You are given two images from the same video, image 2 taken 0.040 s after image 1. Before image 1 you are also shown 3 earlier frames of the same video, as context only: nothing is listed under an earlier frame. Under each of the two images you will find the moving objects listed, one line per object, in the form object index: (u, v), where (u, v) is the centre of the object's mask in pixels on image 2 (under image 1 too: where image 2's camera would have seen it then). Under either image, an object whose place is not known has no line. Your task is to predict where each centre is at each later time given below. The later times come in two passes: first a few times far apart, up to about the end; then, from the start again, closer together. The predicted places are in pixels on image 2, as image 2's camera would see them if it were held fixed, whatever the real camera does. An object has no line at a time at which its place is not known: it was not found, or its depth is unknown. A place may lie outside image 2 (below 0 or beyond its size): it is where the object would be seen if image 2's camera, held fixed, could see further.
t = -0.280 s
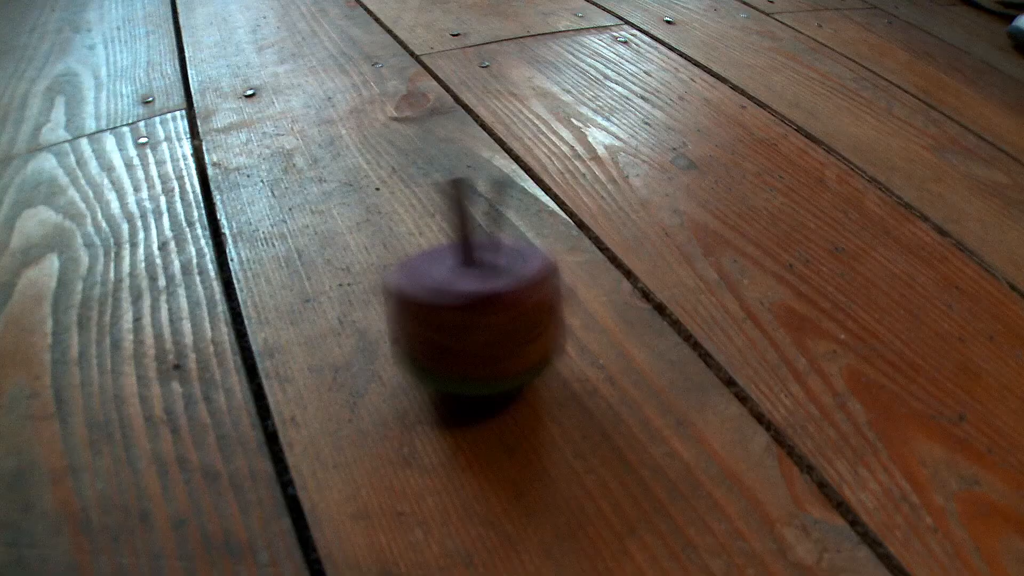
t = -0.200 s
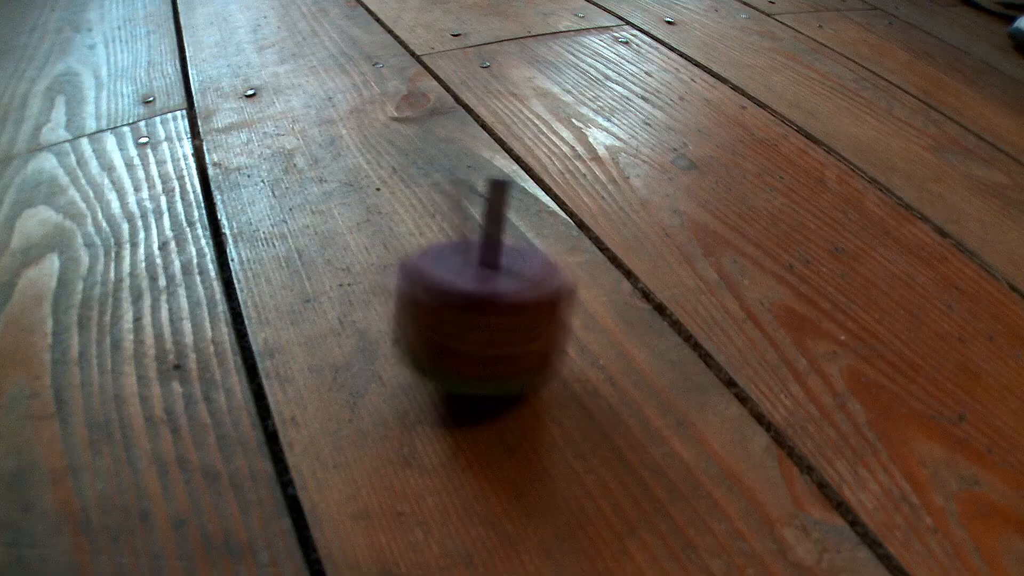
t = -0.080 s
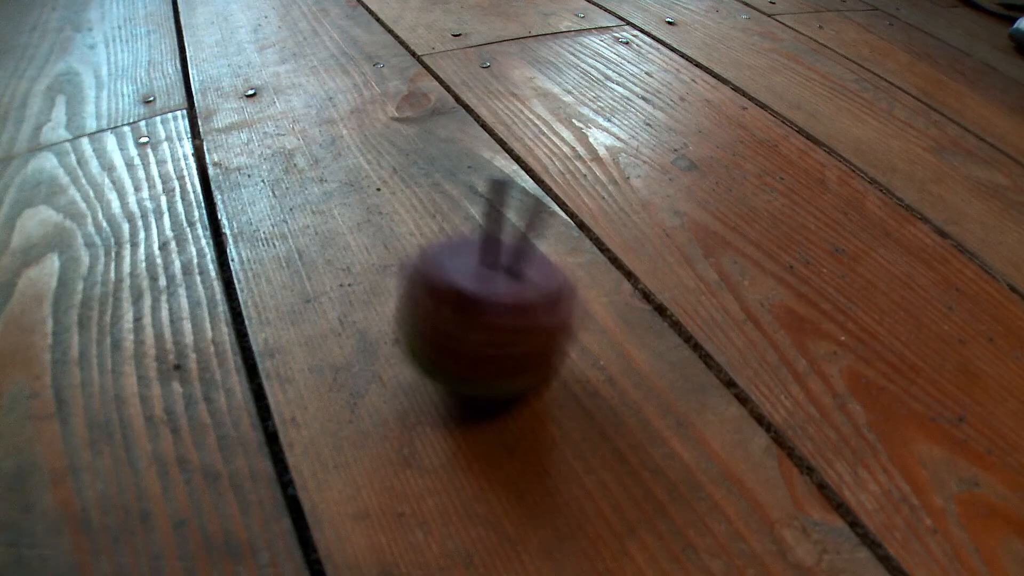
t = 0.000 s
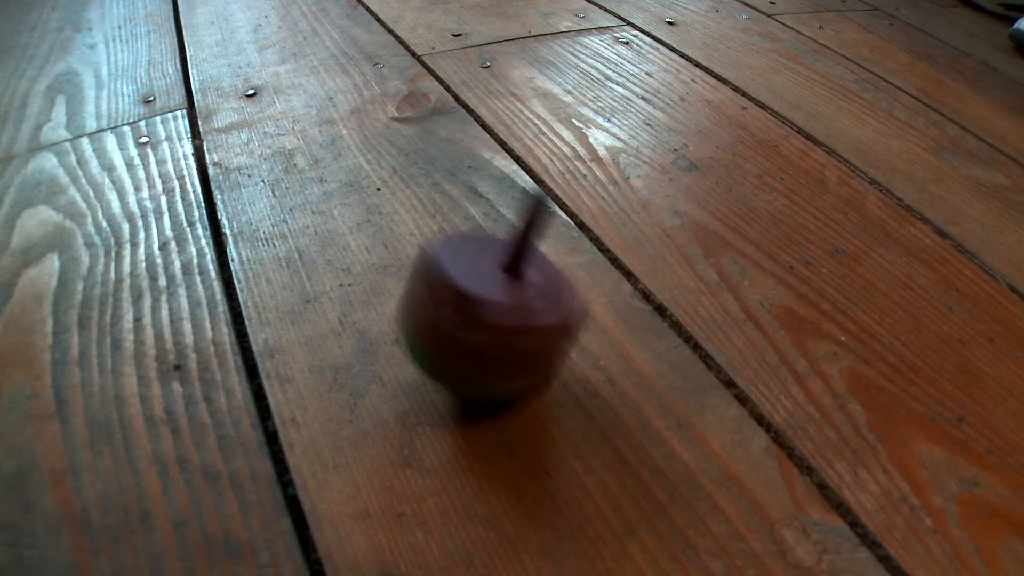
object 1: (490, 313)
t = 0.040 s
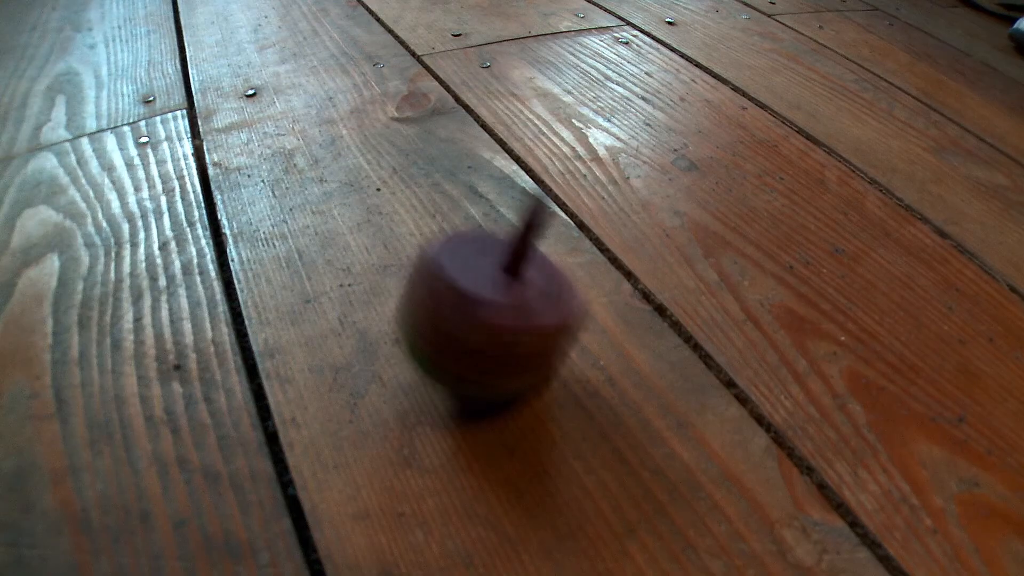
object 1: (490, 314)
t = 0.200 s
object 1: (485, 316)
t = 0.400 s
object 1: (483, 317)
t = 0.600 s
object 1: (480, 321)
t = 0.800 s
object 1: (473, 326)
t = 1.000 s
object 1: (462, 325)
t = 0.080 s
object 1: (489, 315)
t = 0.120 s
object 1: (487, 316)
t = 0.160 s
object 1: (485, 316)
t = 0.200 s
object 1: (485, 316)
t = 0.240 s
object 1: (485, 316)
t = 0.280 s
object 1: (485, 316)
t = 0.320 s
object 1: (484, 316)
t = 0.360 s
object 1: (484, 316)
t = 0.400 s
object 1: (483, 317)
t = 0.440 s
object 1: (481, 318)
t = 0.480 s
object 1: (481, 319)
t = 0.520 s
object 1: (480, 319)
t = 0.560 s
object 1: (480, 319)
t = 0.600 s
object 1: (480, 321)
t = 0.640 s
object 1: (480, 322)
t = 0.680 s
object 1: (478, 324)
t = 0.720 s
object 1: (476, 326)
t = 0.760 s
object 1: (474, 328)
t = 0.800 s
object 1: (473, 326)
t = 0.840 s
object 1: (472, 328)
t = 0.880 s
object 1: (470, 328)
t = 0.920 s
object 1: (468, 330)
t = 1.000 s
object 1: (462, 325)
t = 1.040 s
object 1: (469, 323)
